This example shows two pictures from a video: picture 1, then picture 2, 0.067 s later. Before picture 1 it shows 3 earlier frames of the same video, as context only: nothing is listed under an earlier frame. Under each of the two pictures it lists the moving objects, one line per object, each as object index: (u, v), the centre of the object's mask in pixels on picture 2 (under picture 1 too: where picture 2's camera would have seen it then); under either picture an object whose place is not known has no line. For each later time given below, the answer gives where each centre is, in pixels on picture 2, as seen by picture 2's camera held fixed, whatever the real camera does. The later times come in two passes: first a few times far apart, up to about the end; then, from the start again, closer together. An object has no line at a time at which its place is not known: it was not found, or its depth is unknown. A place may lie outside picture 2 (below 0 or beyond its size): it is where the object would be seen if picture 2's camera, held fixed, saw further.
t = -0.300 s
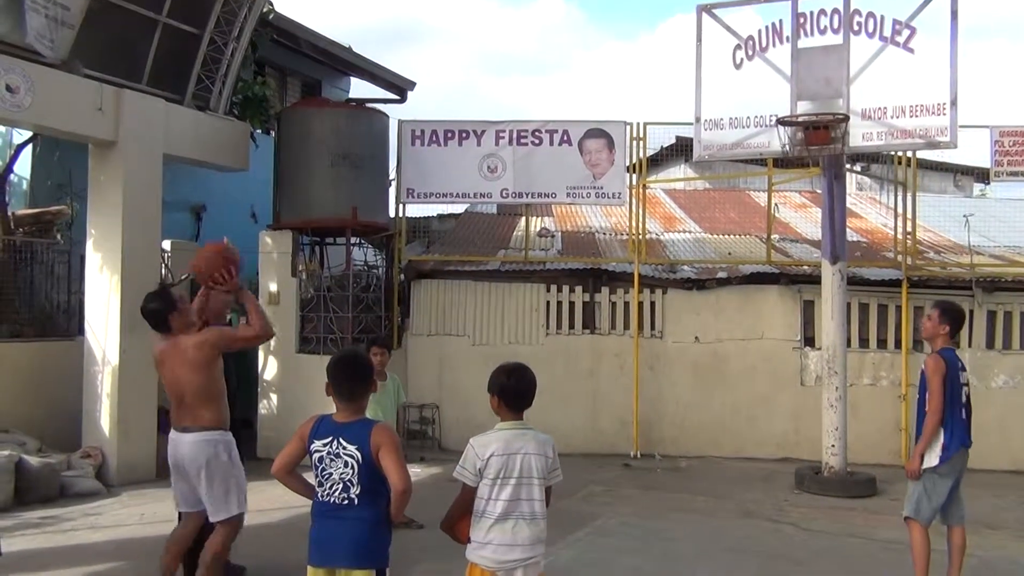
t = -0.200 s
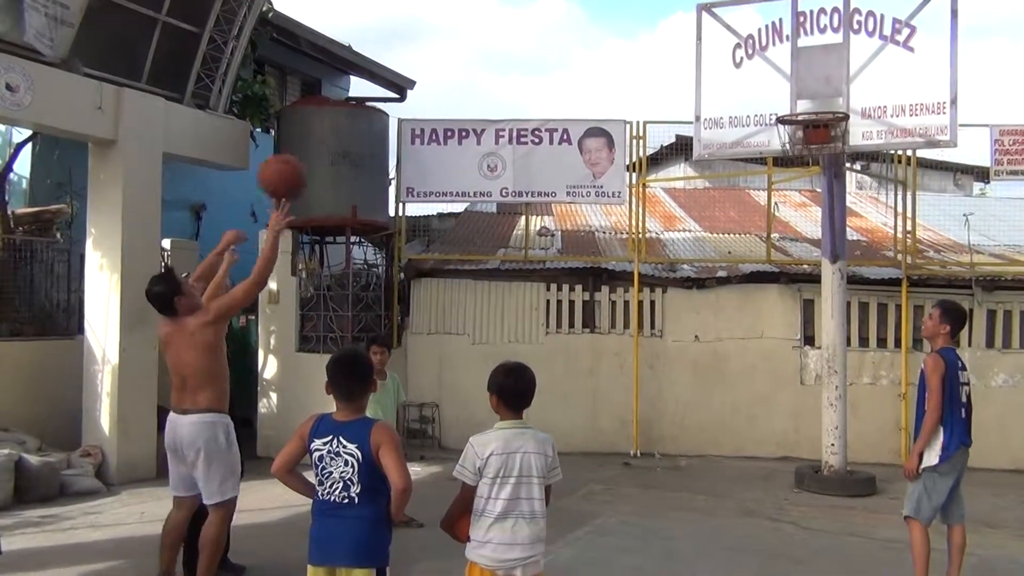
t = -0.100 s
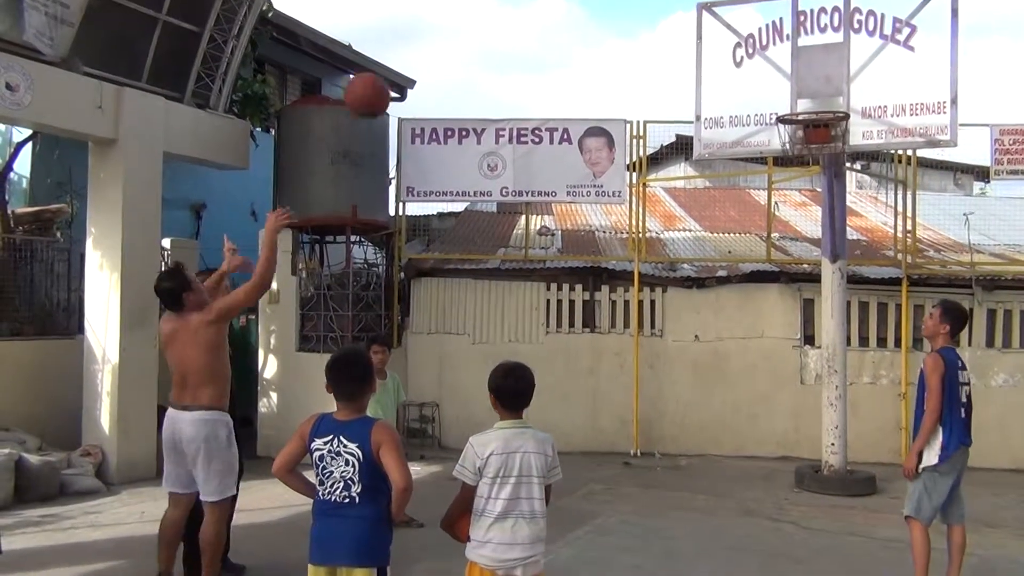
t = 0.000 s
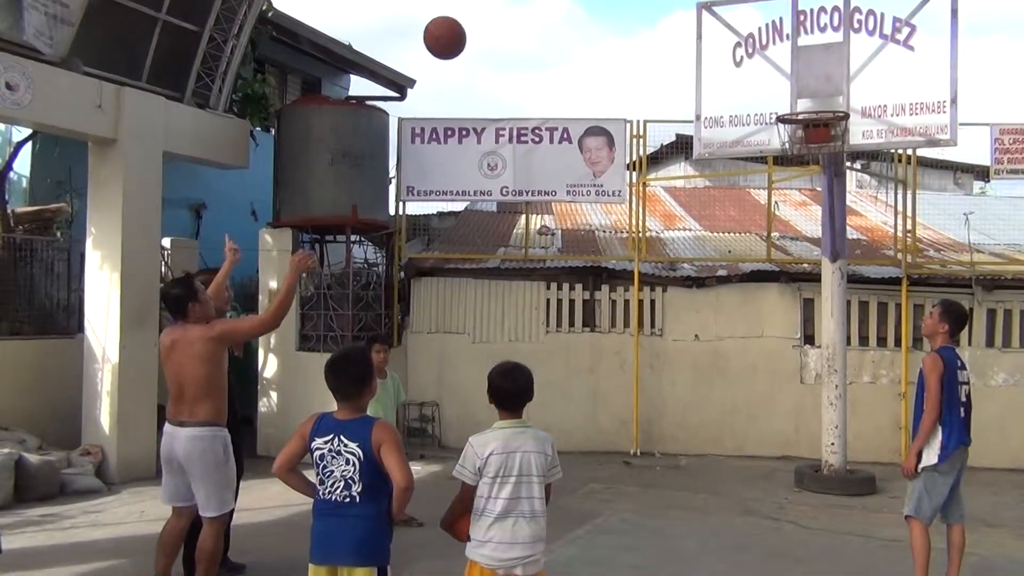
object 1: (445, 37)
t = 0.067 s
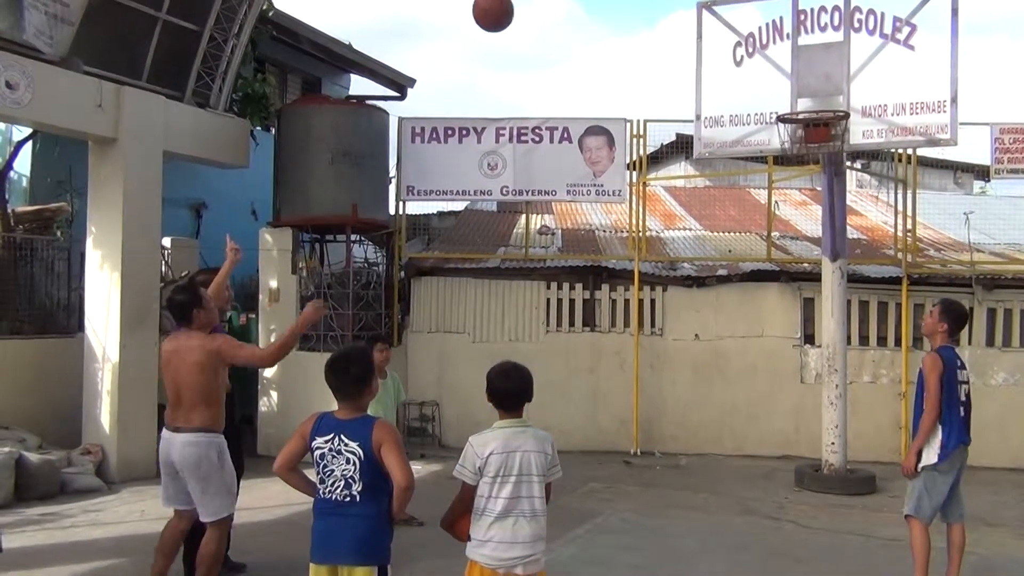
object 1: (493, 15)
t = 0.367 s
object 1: (680, 5)
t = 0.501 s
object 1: (751, 25)
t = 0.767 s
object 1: (792, 95)
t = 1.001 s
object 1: (681, 114)
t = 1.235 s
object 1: (580, 200)
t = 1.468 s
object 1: (487, 348)
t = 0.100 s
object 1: (516, 10)
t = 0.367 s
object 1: (680, 5)
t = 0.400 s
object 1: (698, 8)
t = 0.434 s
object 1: (716, 11)
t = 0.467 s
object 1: (734, 16)
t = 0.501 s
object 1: (751, 25)
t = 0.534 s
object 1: (767, 37)
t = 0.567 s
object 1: (783, 51)
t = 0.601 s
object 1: (799, 66)
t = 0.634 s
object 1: (814, 82)
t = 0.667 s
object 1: (829, 99)
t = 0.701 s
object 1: (825, 101)
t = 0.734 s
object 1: (808, 97)
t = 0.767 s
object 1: (792, 95)
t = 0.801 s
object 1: (775, 93)
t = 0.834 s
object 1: (759, 93)
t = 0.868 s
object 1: (743, 94)
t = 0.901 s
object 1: (728, 97)
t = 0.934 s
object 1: (712, 101)
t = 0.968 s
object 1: (697, 107)
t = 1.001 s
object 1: (681, 114)
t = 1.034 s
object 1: (666, 122)
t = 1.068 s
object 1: (652, 132)
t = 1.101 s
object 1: (637, 142)
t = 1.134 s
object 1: (622, 155)
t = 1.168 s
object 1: (608, 169)
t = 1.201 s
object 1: (594, 184)
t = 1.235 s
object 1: (580, 200)
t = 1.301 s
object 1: (552, 236)
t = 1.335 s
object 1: (539, 257)
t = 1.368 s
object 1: (526, 279)
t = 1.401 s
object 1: (513, 300)
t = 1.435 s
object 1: (500, 324)
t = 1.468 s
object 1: (487, 348)
